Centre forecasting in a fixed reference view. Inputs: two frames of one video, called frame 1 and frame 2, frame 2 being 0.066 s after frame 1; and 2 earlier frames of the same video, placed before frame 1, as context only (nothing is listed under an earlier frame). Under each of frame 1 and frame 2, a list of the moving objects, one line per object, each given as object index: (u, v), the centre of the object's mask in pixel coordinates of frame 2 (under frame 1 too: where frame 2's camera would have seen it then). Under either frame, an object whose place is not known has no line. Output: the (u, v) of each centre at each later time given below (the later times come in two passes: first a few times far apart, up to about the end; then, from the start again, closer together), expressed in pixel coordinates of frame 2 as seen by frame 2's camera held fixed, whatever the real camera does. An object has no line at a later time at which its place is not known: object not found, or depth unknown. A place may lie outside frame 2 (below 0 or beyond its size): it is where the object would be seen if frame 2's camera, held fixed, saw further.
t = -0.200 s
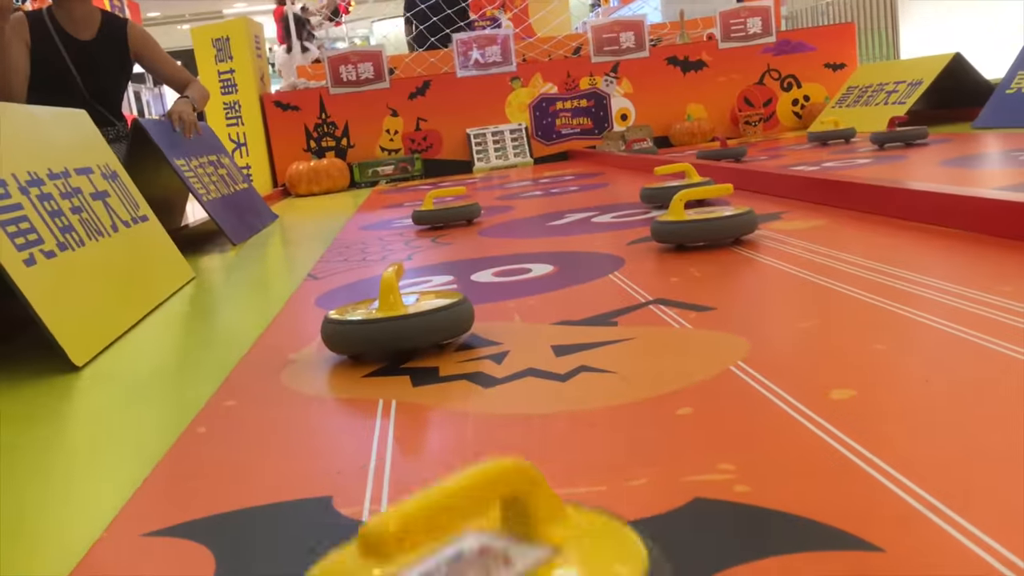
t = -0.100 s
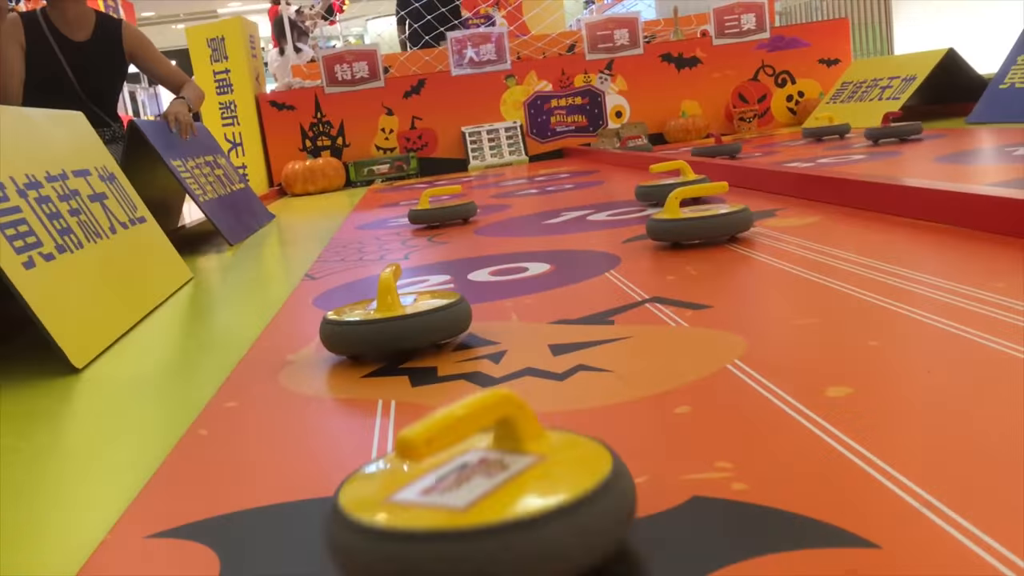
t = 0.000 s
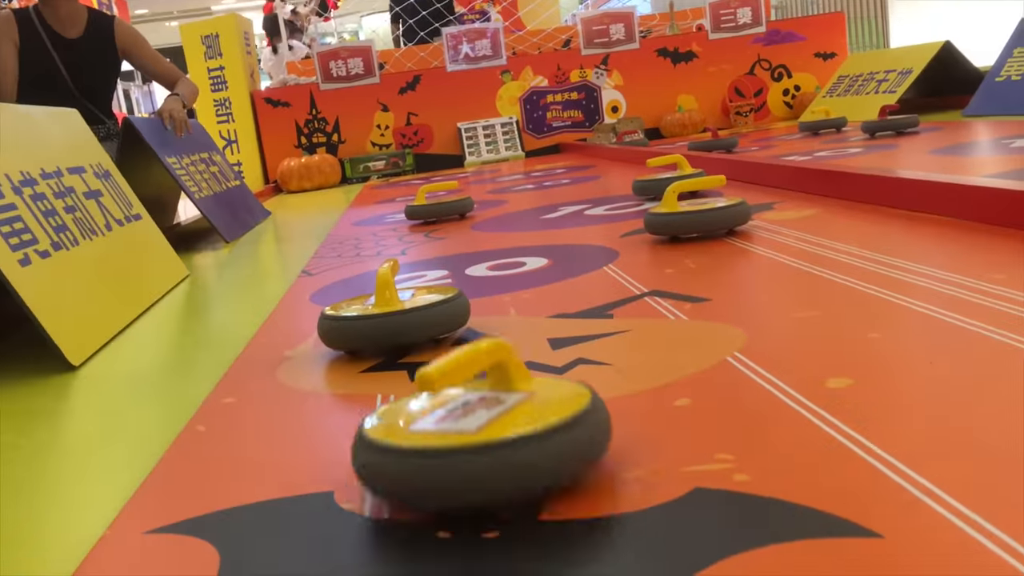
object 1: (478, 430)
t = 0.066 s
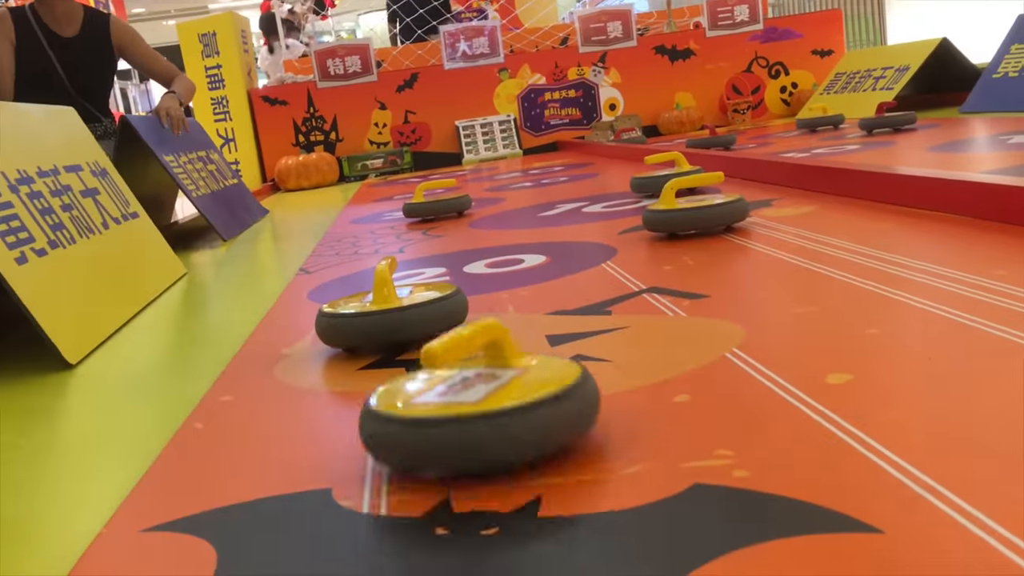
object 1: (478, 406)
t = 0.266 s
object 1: (478, 343)
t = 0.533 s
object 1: (517, 309)
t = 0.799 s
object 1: (563, 289)
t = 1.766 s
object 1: (614, 272)
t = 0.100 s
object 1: (478, 392)
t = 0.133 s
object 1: (478, 380)
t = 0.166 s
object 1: (477, 369)
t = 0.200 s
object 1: (477, 359)
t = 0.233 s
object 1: (478, 351)
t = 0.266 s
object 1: (478, 343)
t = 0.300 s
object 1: (477, 336)
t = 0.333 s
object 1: (478, 330)
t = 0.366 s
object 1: (478, 324)
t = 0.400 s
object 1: (487, 322)
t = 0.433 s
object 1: (495, 320)
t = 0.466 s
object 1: (503, 317)
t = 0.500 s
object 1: (510, 313)
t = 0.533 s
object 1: (517, 309)
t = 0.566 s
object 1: (524, 306)
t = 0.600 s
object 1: (530, 304)
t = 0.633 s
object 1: (536, 300)
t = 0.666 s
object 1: (542, 297)
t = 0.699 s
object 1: (548, 295)
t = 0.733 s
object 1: (553, 293)
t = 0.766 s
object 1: (558, 291)
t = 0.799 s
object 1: (563, 289)
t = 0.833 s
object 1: (568, 287)
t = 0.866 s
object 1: (573, 286)
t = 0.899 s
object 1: (577, 284)
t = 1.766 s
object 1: (614, 272)
